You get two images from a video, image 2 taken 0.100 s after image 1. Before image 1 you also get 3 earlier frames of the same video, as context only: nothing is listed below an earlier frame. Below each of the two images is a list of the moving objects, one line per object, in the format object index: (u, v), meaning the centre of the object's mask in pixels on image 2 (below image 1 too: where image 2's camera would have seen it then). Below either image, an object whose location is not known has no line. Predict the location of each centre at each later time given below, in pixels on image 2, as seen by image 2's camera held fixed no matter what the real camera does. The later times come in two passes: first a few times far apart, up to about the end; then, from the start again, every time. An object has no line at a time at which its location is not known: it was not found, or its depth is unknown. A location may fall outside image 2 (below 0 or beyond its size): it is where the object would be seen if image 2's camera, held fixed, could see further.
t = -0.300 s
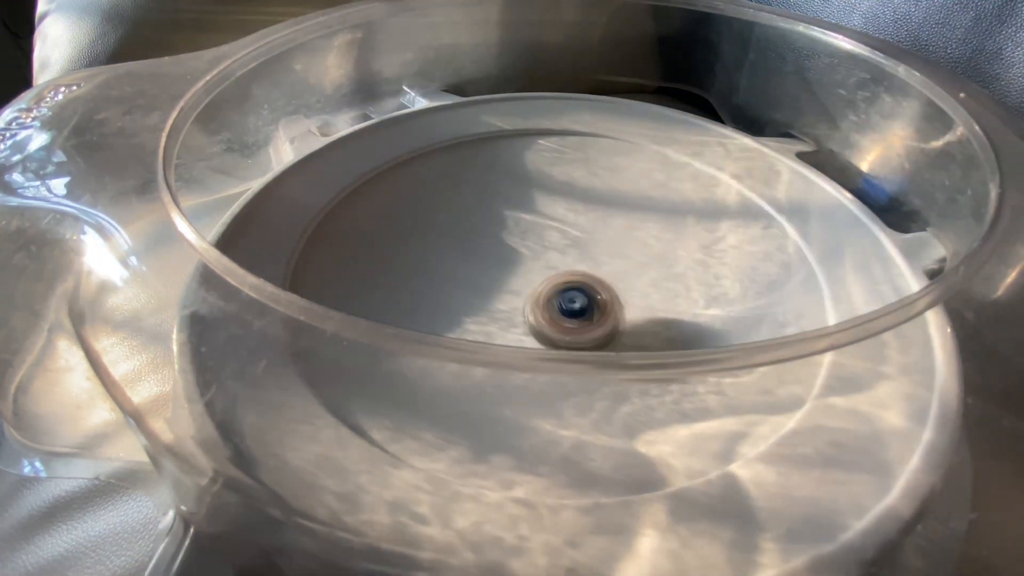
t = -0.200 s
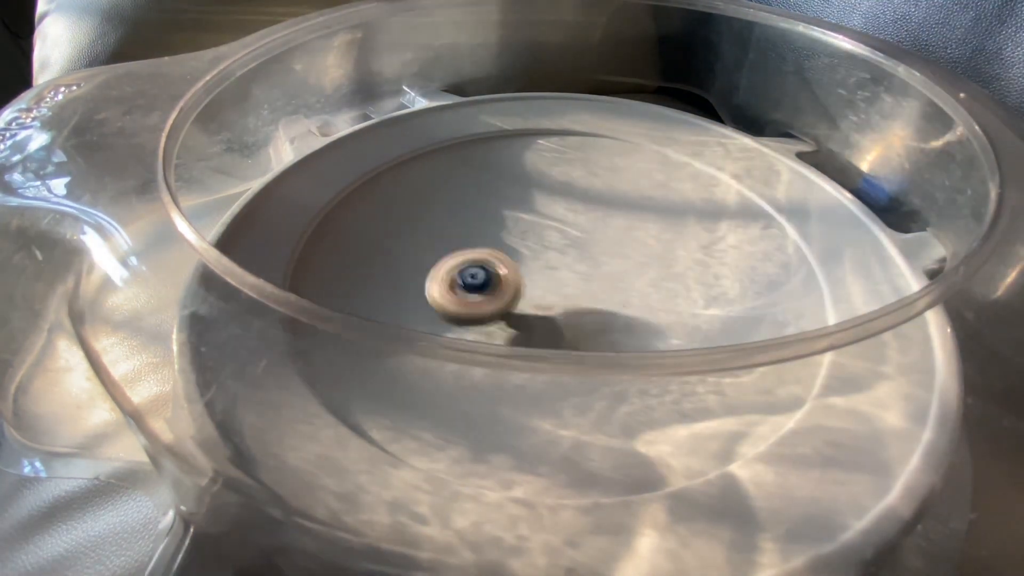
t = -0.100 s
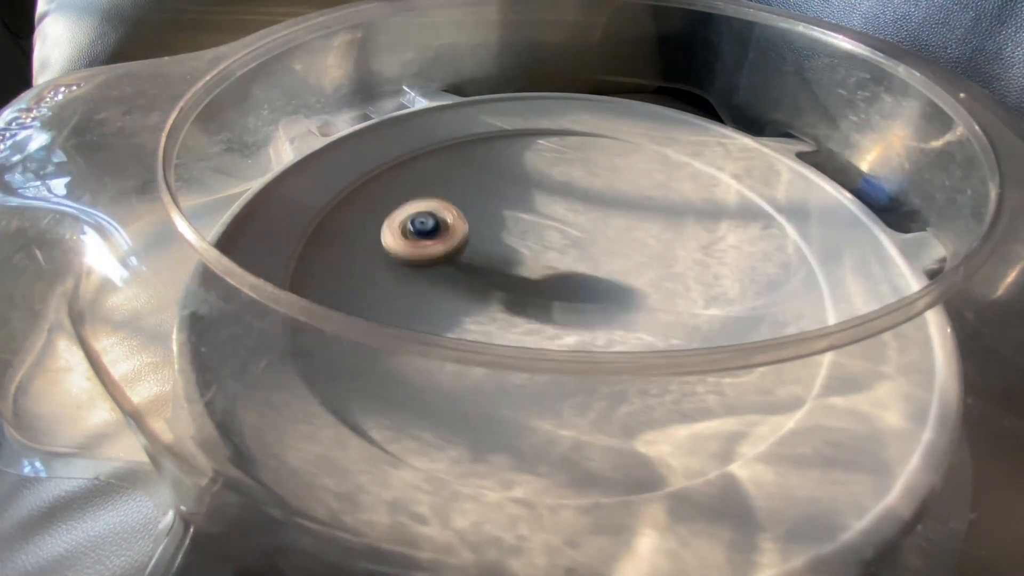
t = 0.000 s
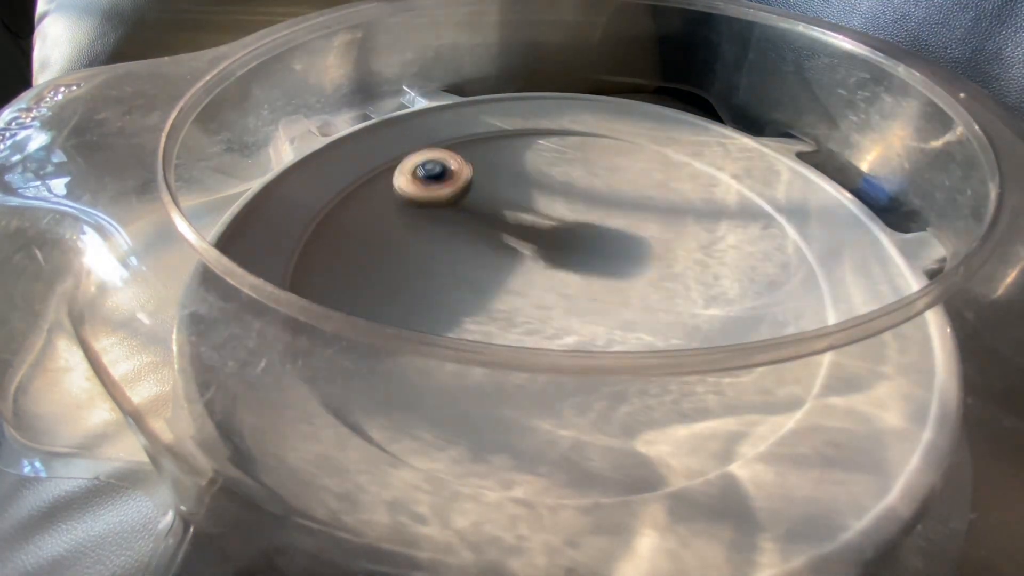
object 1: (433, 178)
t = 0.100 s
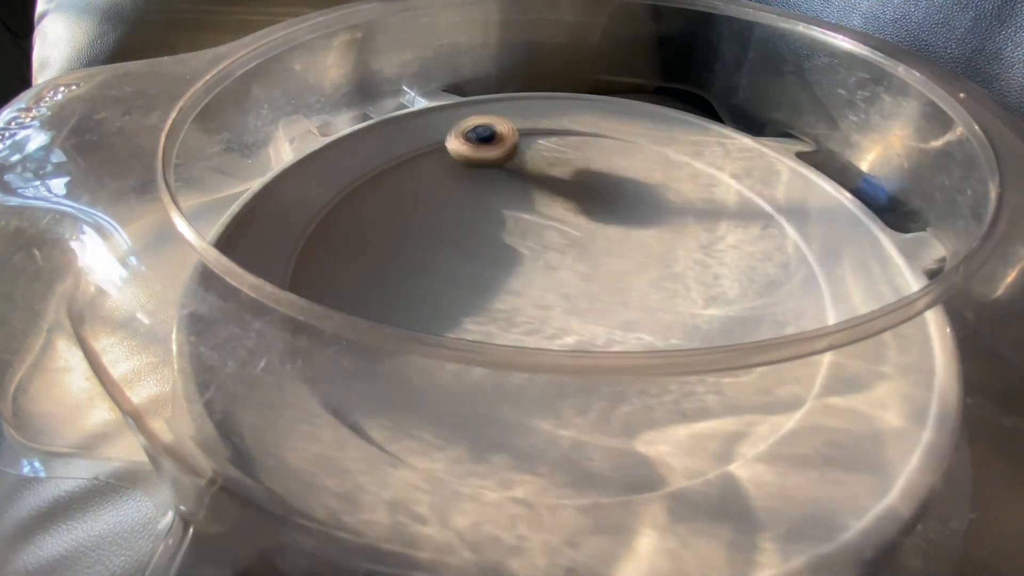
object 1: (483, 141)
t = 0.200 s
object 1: (554, 134)
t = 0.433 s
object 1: (697, 215)
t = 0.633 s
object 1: (635, 327)
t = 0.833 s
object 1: (428, 316)
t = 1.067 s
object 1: (411, 201)
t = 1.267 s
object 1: (565, 176)
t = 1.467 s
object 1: (717, 231)
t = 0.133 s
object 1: (506, 135)
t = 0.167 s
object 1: (530, 133)
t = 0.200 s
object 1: (554, 134)
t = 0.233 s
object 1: (579, 137)
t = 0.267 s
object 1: (607, 144)
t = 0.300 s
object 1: (629, 151)
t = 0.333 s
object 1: (653, 167)
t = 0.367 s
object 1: (669, 179)
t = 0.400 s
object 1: (686, 196)
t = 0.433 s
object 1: (697, 215)
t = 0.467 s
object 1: (704, 237)
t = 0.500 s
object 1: (705, 260)
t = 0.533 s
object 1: (697, 281)
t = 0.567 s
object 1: (683, 303)
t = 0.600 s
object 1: (662, 318)
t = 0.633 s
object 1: (635, 327)
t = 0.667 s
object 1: (604, 351)
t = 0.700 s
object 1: (565, 375)
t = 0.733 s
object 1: (528, 373)
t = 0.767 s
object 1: (488, 369)
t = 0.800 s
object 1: (450, 362)
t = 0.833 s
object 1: (428, 316)
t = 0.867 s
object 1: (401, 305)
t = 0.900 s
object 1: (381, 291)
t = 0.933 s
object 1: (371, 275)
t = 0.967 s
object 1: (372, 253)
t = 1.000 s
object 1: (379, 233)
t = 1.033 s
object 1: (393, 215)
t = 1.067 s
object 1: (411, 201)
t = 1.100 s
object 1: (433, 190)
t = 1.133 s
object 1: (458, 181)
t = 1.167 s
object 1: (483, 176)
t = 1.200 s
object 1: (508, 174)
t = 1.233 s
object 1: (536, 173)
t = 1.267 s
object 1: (565, 176)
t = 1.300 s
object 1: (592, 180)
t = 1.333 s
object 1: (620, 186)
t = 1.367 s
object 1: (646, 193)
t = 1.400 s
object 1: (672, 204)
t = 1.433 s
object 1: (696, 216)
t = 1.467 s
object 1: (717, 231)
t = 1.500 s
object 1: (737, 250)
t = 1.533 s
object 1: (749, 269)
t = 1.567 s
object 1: (756, 291)
